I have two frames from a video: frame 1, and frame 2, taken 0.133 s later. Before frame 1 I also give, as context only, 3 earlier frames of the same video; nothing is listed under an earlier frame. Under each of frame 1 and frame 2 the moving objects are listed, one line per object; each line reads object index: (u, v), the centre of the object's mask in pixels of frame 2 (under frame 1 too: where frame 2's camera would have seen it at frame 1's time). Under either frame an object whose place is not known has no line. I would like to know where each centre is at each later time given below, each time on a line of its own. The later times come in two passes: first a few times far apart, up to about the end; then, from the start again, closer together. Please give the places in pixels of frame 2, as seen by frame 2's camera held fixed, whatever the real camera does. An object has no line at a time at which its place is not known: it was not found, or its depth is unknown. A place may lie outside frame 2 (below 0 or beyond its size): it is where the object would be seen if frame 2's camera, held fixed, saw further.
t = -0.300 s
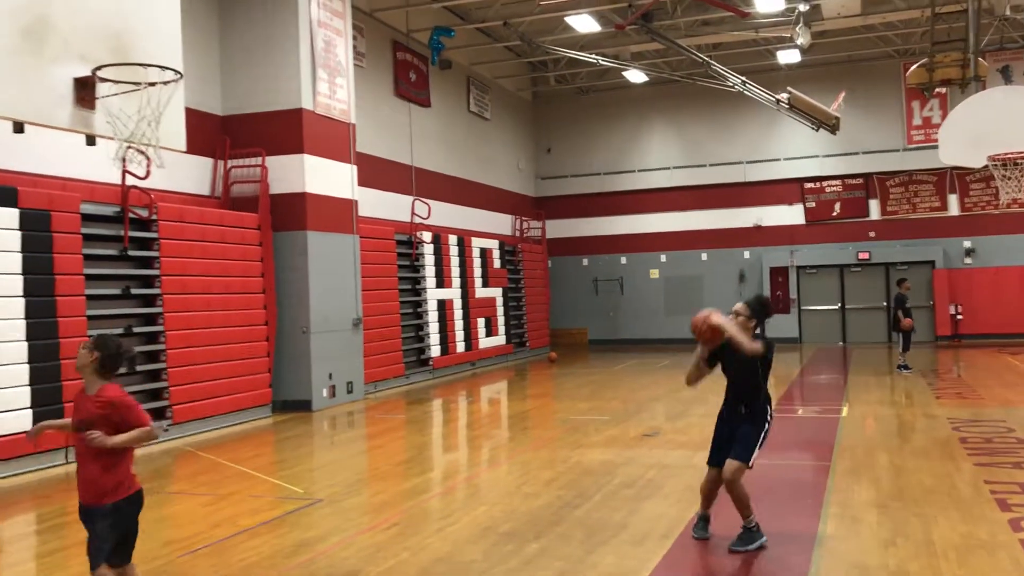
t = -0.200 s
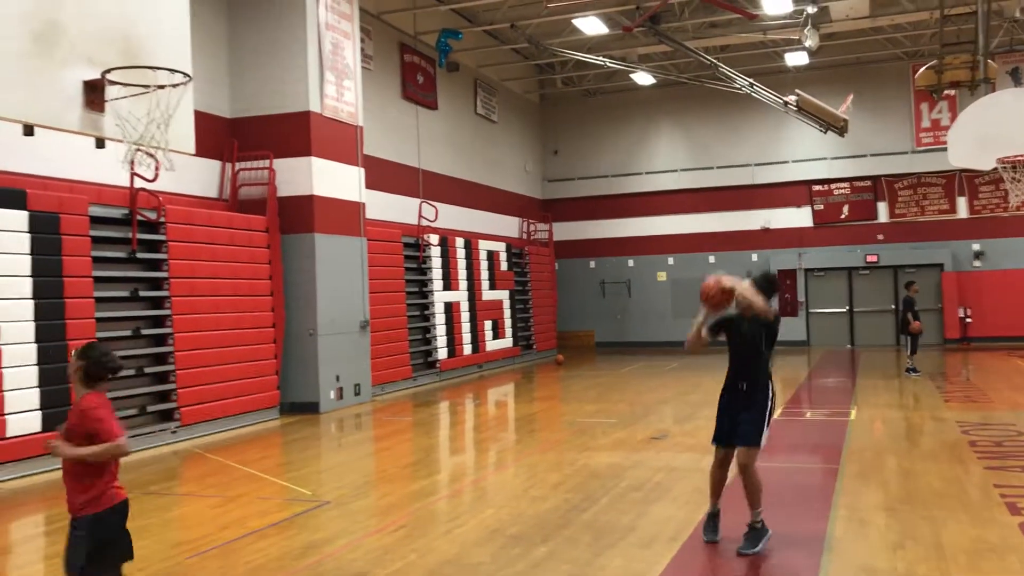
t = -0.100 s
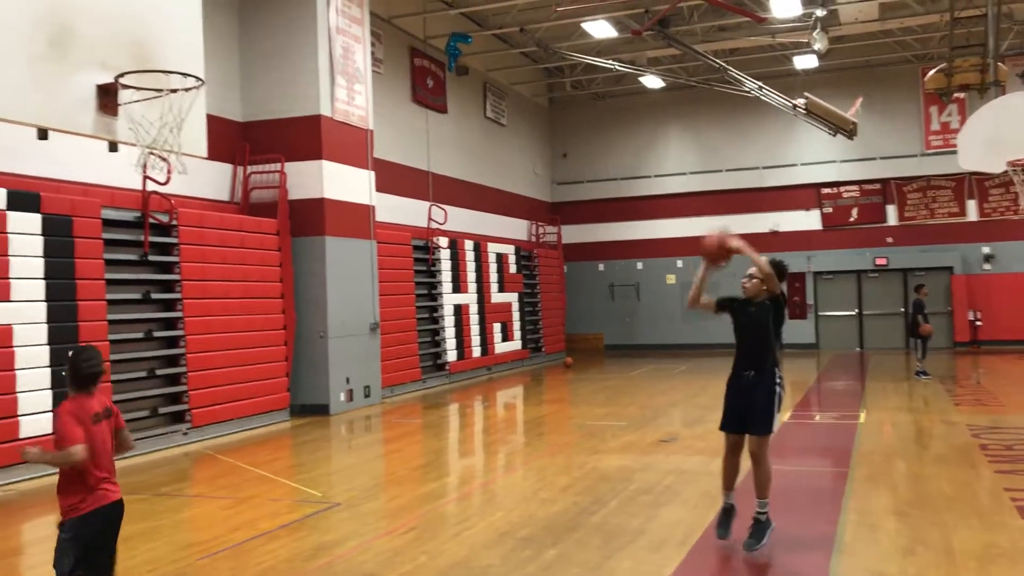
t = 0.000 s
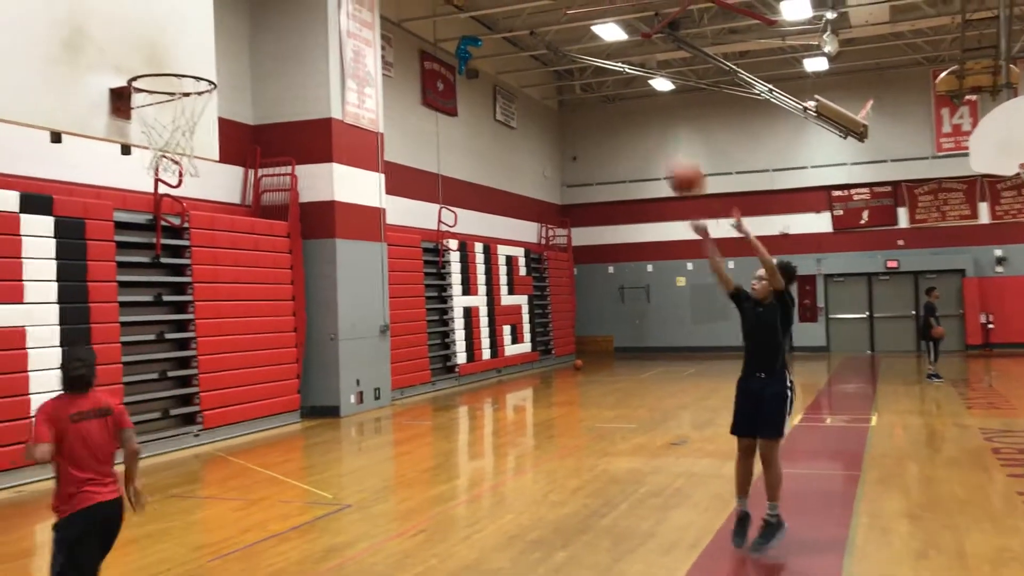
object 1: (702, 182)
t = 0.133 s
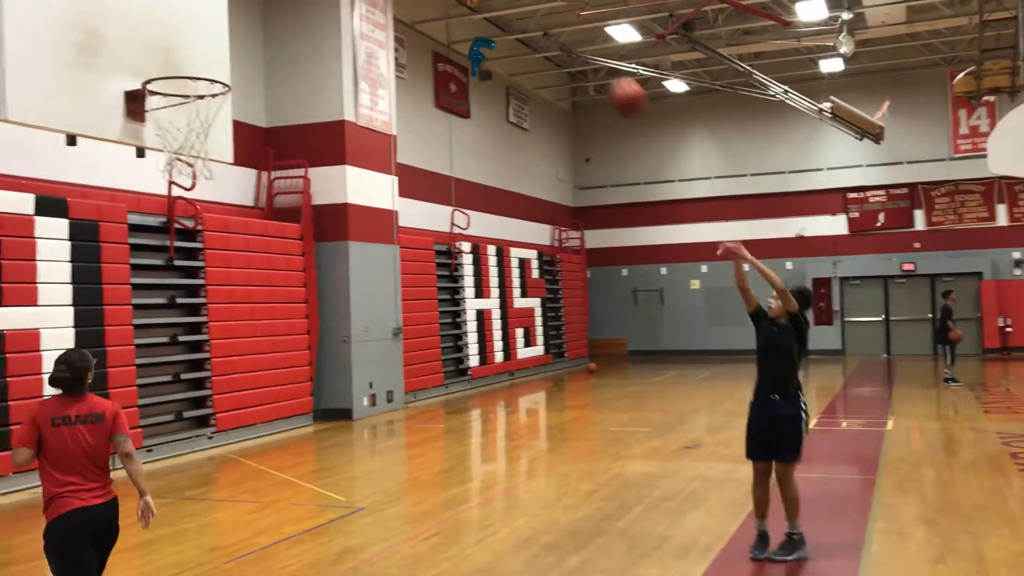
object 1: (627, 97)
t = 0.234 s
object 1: (572, 49)
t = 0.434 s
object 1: (461, 6)
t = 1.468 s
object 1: (362, 151)
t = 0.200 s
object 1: (590, 63)
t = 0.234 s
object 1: (572, 49)
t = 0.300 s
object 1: (537, 28)
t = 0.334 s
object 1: (518, 17)
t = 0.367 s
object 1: (499, 11)
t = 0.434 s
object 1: (461, 6)
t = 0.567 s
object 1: (386, 4)
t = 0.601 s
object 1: (368, 5)
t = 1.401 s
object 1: (350, 121)
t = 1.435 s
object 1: (356, 139)
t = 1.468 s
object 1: (362, 151)
